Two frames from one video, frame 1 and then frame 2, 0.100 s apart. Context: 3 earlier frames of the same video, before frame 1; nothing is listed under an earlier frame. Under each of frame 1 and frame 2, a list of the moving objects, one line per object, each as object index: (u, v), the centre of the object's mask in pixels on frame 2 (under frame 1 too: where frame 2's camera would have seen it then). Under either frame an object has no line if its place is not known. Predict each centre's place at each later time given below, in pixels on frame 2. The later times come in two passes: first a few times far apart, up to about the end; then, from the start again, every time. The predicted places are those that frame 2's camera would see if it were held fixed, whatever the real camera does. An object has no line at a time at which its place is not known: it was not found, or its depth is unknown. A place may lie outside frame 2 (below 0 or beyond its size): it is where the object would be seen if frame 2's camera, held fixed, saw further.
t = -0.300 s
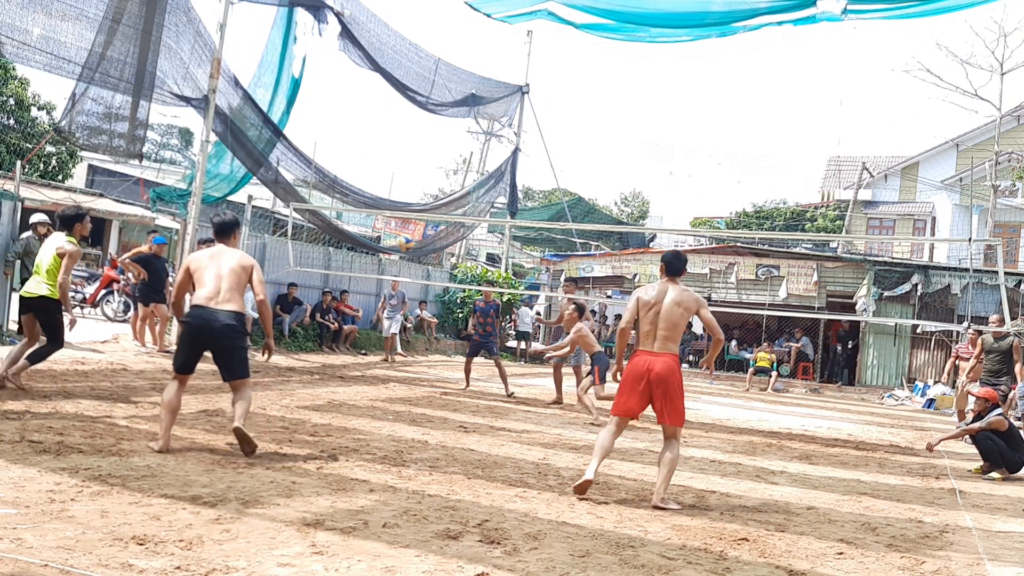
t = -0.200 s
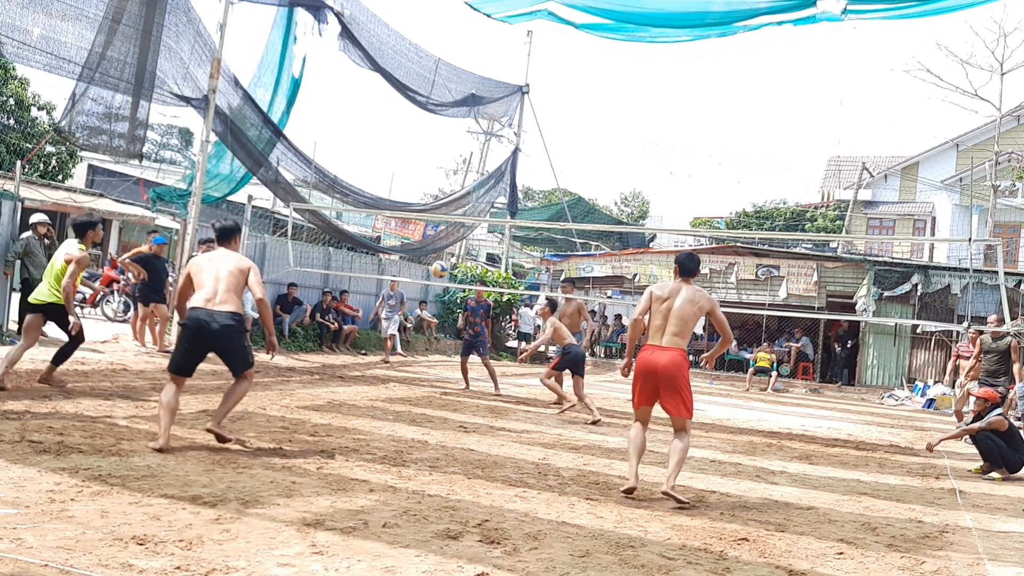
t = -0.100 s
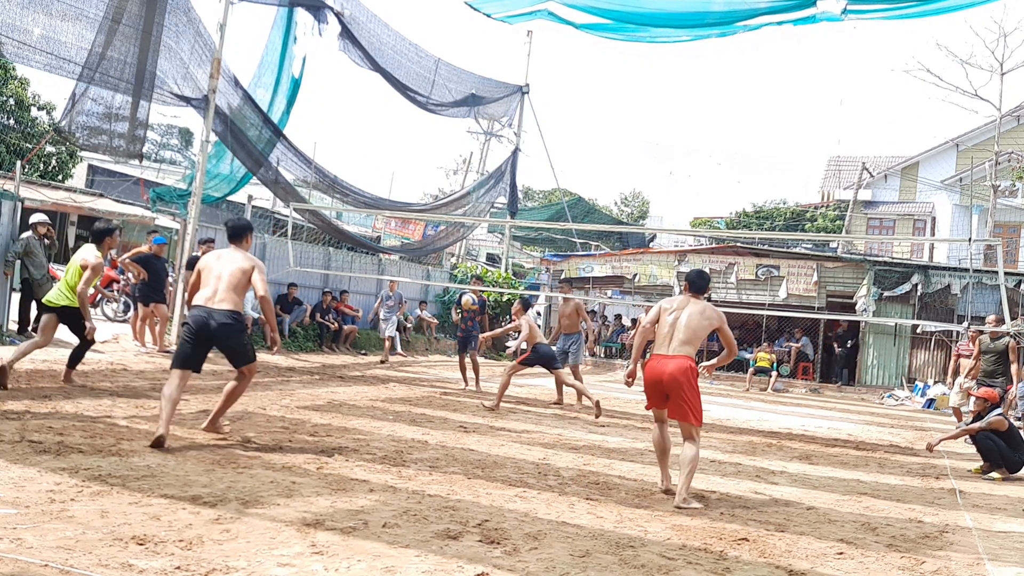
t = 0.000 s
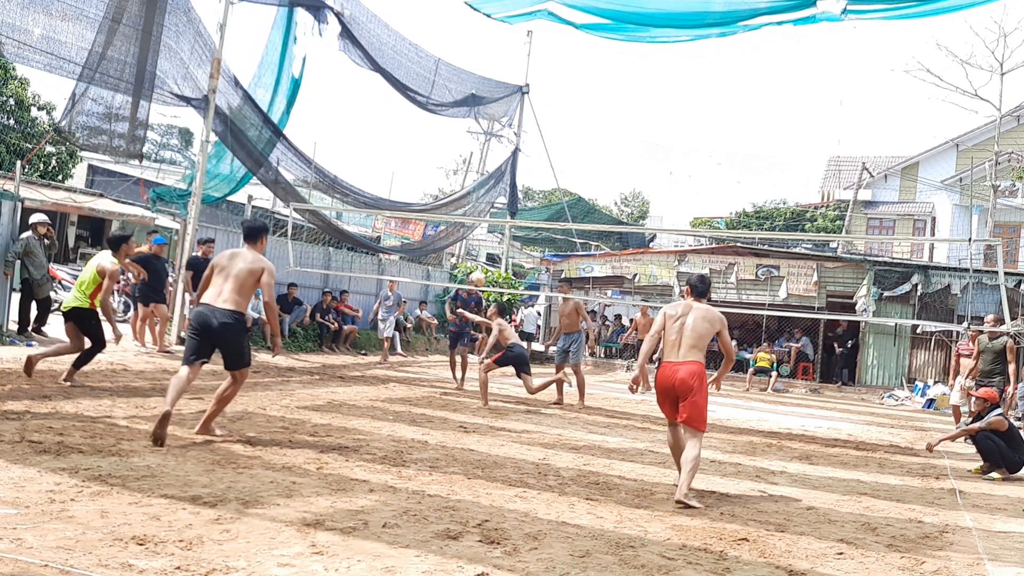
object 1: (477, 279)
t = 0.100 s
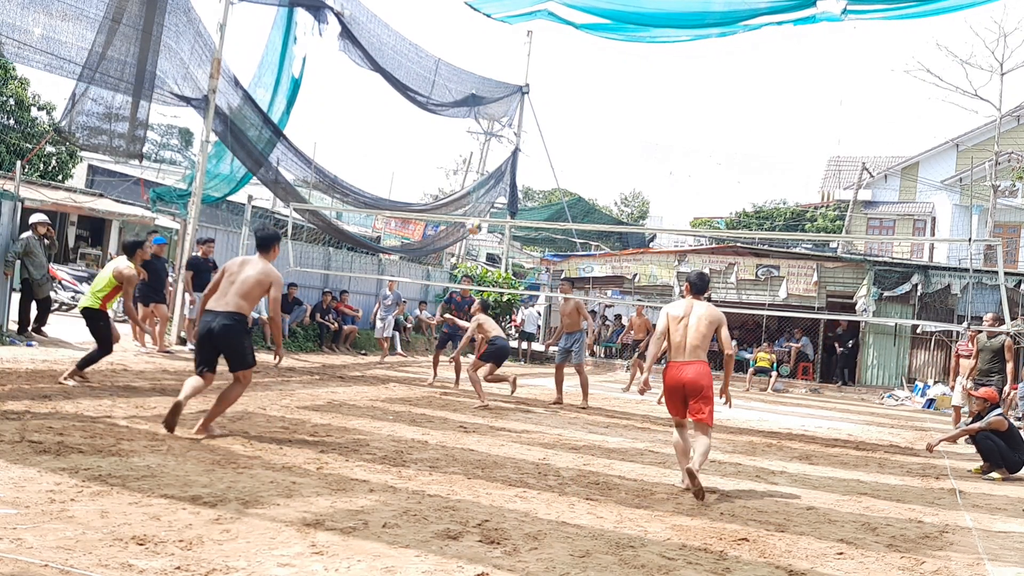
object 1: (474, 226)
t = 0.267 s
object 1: (467, 157)
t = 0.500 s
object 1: (453, 91)
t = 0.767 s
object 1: (434, 67)
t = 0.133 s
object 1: (472, 210)
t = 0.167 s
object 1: (471, 195)
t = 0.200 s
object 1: (470, 182)
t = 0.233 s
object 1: (468, 168)
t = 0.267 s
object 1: (467, 157)
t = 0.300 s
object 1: (465, 145)
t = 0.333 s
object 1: (464, 134)
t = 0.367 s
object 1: (462, 123)
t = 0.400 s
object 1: (459, 114)
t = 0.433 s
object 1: (457, 105)
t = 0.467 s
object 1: (455, 97)
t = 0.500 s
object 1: (453, 91)
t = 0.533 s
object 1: (451, 85)
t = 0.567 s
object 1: (449, 80)
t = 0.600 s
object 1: (446, 76)
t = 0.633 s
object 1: (444, 73)
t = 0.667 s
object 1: (441, 70)
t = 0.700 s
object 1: (439, 68)
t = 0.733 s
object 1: (436, 68)
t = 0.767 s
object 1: (434, 67)
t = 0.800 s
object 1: (431, 68)
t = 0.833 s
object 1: (428, 70)
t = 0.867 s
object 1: (424, 72)
